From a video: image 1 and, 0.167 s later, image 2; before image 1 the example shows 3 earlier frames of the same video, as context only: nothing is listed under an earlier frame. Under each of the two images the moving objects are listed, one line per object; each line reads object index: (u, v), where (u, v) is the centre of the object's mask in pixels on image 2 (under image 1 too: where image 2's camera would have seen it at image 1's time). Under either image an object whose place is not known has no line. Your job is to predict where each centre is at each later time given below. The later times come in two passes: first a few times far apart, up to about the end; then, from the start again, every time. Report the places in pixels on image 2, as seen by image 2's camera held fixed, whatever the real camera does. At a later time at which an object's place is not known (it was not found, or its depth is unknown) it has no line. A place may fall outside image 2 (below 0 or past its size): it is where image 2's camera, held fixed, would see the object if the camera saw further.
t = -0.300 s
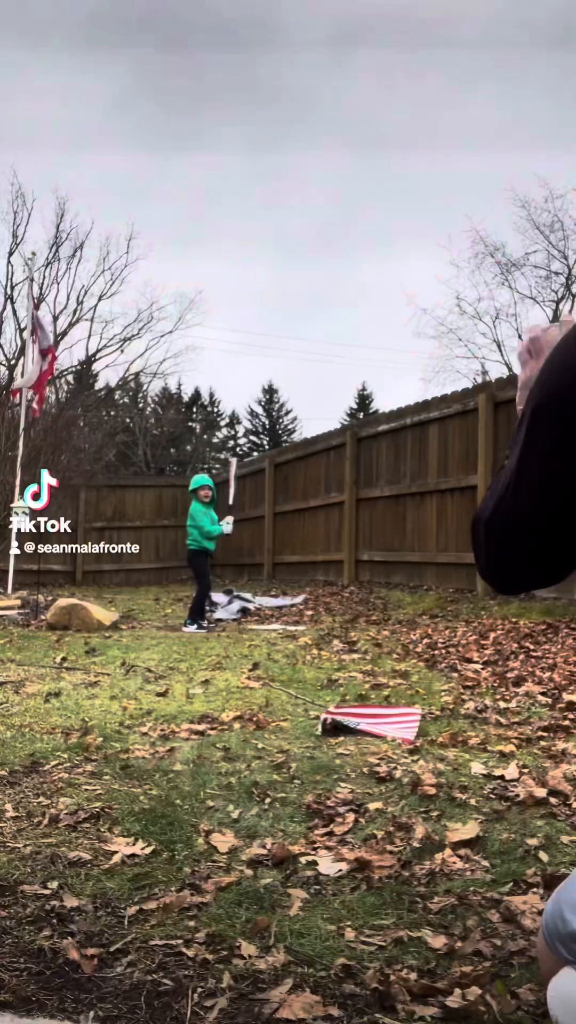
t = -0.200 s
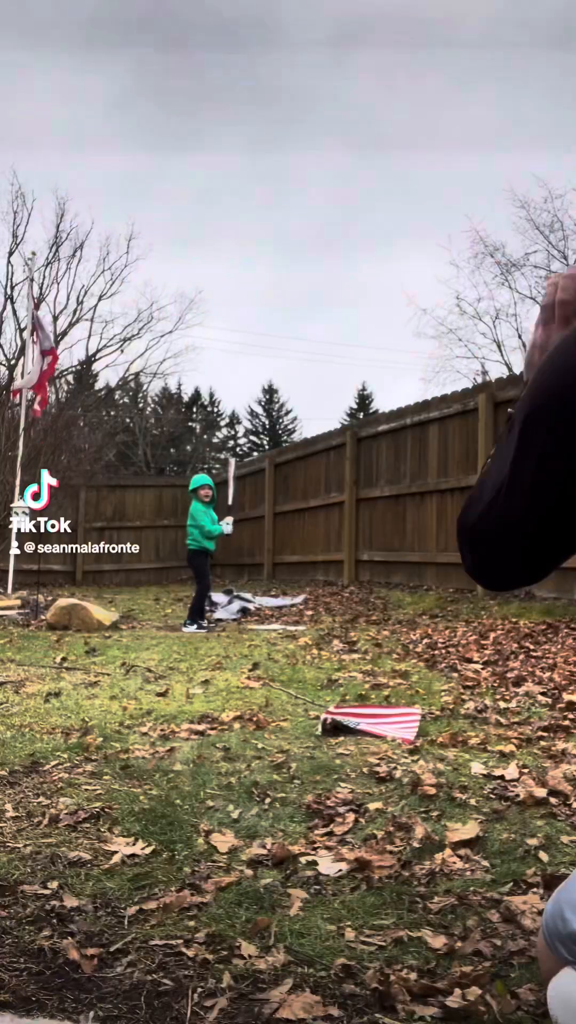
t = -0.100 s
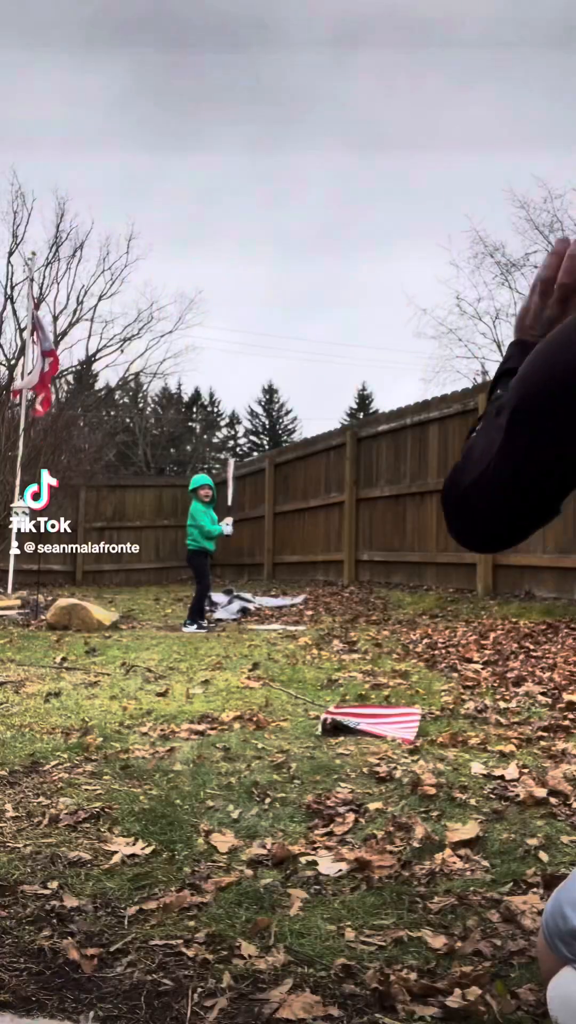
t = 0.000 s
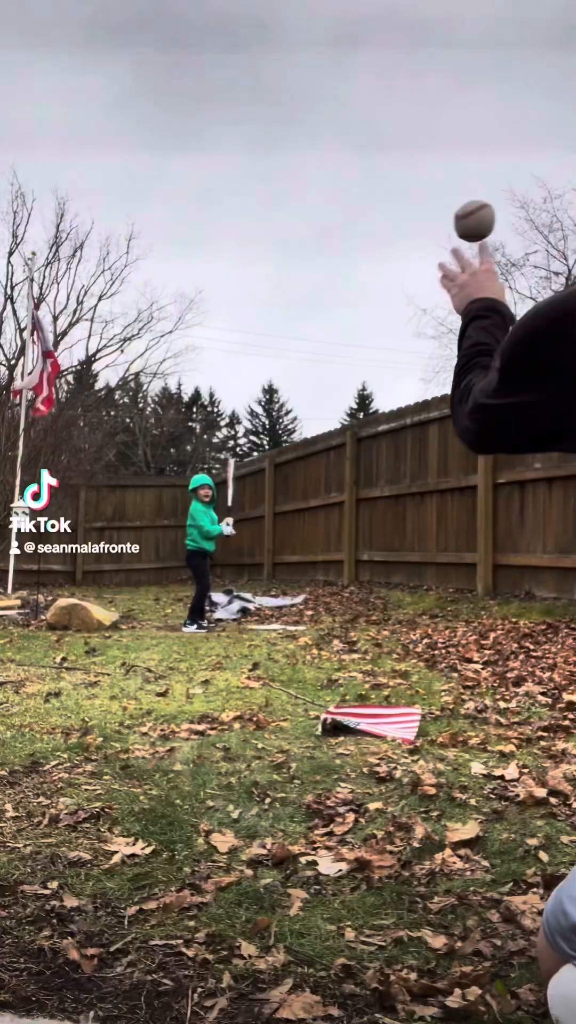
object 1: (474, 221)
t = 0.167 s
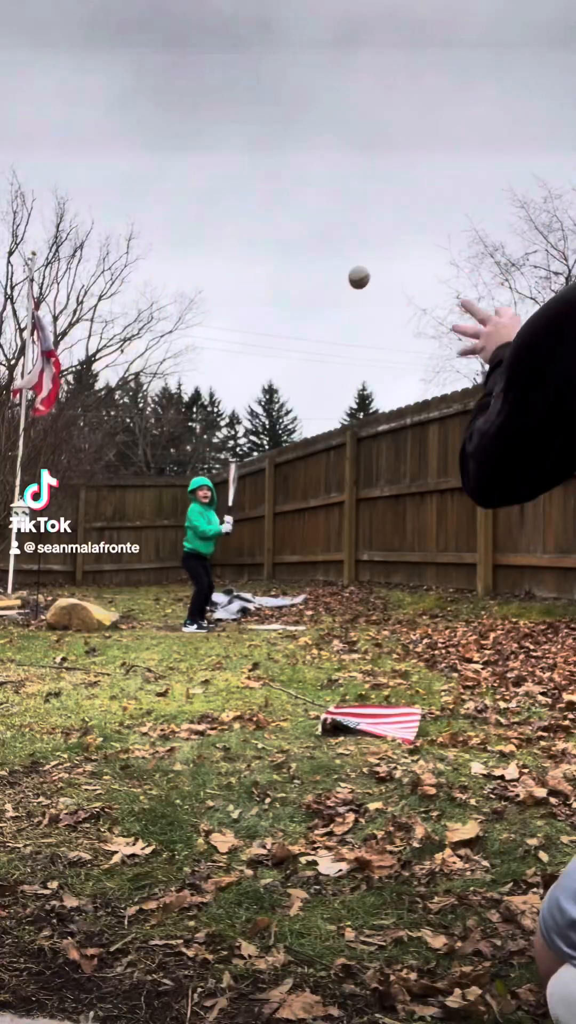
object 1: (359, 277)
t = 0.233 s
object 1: (337, 308)
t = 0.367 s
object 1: (309, 374)
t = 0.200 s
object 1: (347, 293)
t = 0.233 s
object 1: (337, 308)
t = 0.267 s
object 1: (329, 324)
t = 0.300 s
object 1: (321, 341)
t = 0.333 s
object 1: (315, 357)
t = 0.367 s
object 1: (309, 374)
